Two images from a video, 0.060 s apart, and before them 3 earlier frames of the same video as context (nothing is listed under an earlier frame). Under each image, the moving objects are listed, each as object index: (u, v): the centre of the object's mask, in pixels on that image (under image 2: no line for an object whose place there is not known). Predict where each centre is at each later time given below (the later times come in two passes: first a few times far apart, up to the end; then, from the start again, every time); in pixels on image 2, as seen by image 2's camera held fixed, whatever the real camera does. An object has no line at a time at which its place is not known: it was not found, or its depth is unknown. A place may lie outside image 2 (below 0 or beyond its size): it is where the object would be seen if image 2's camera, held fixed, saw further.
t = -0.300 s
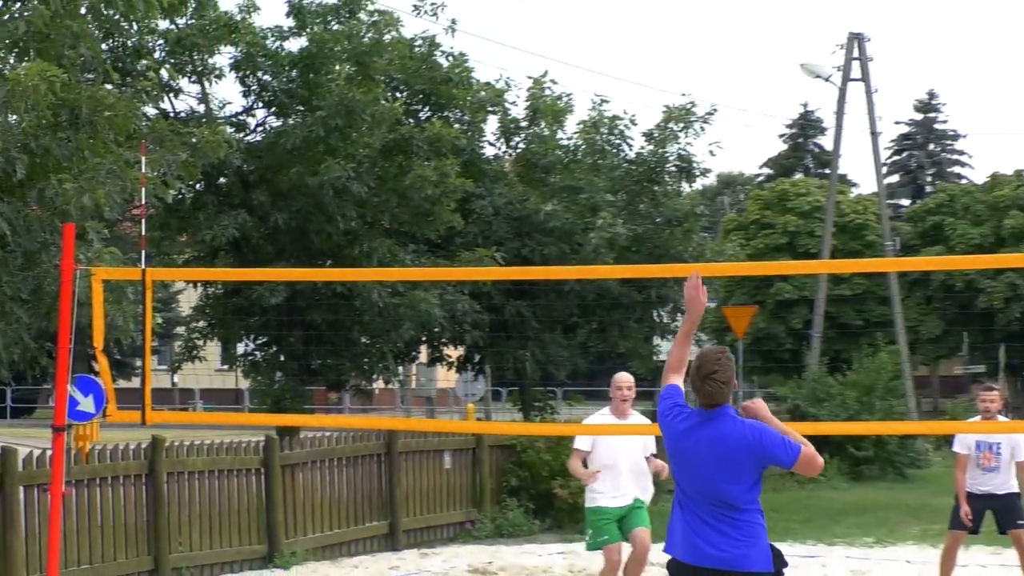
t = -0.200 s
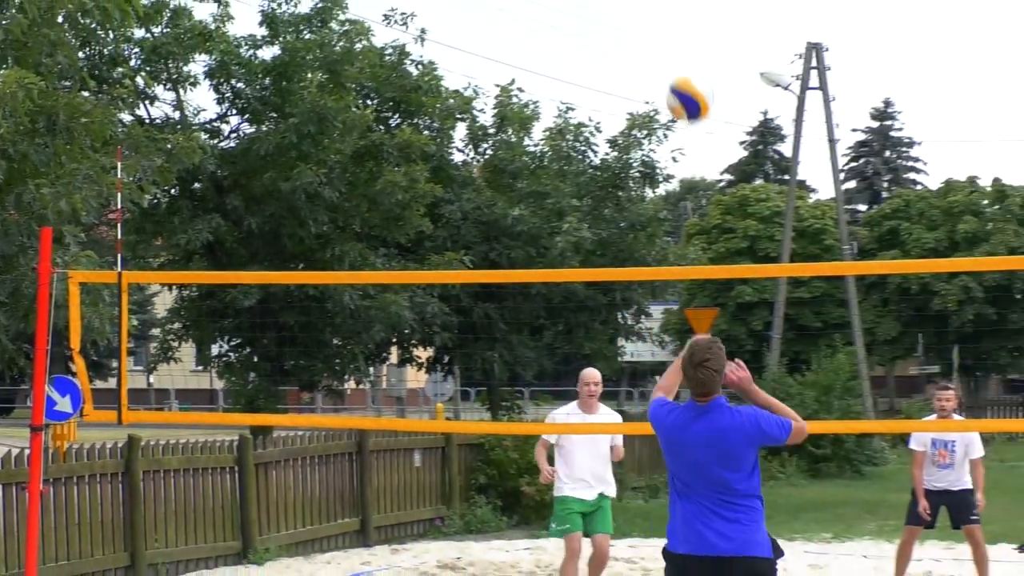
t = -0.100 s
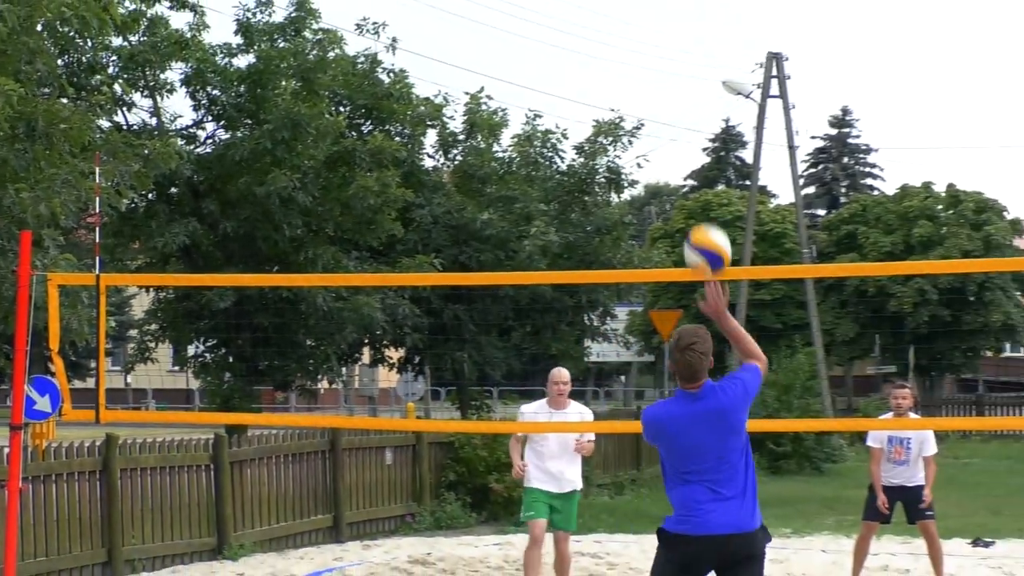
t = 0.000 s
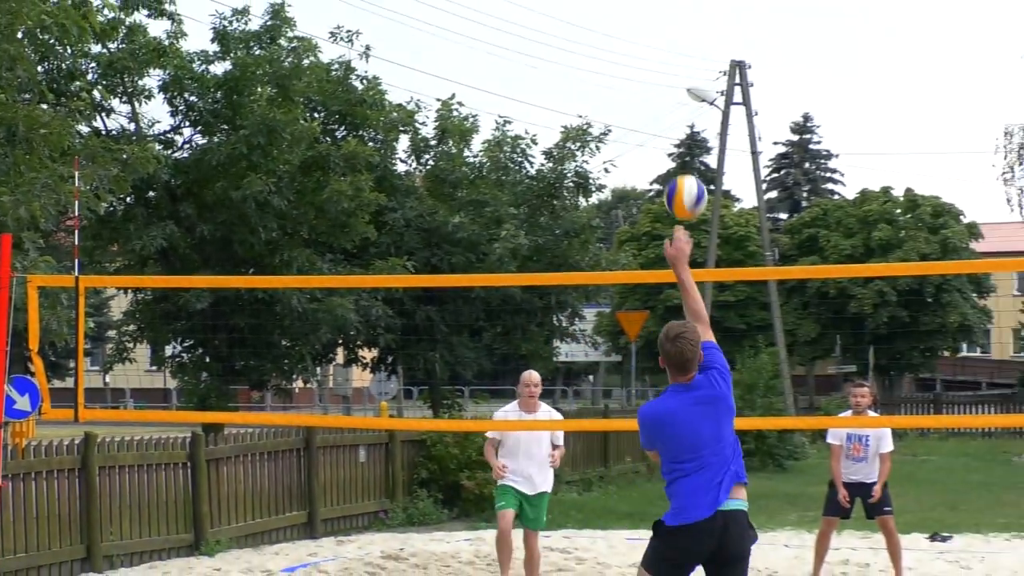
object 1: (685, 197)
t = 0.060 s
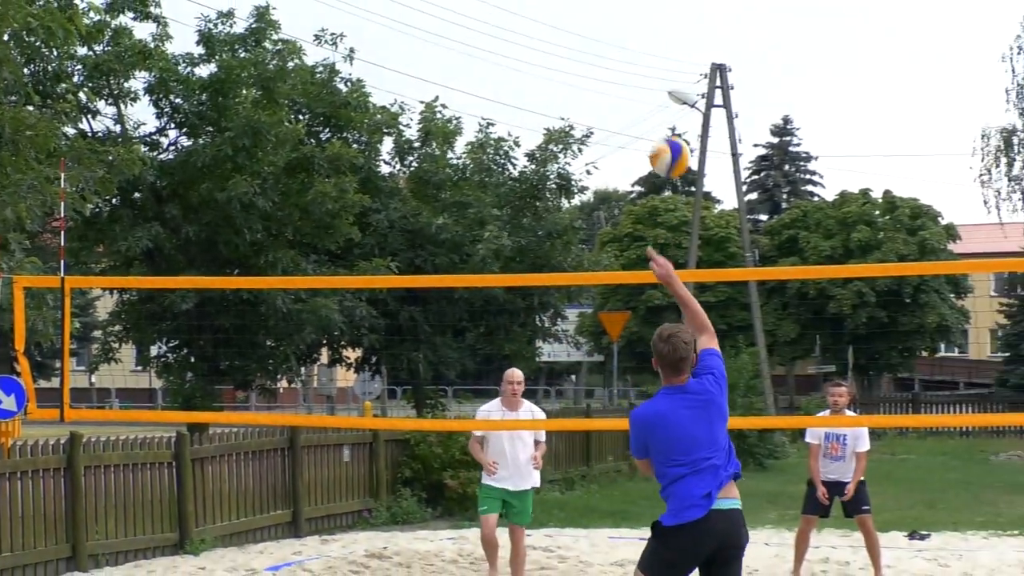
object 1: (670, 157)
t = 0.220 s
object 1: (677, 92)
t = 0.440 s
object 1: (685, 89)
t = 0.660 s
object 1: (692, 160)
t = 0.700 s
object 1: (694, 179)
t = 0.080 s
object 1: (670, 146)
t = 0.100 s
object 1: (671, 136)
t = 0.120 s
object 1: (673, 125)
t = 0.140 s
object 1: (674, 117)
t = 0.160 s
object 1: (675, 110)
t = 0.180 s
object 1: (675, 103)
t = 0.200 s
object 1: (676, 97)
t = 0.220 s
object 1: (677, 92)
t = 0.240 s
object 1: (678, 88)
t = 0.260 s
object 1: (679, 85)
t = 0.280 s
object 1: (680, 84)
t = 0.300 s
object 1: (680, 82)
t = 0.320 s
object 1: (681, 83)
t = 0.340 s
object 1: (682, 83)
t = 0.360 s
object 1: (682, 82)
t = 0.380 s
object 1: (683, 84)
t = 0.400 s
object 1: (684, 86)
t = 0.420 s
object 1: (684, 87)
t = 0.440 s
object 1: (685, 89)
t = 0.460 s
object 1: (685, 93)
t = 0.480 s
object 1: (686, 96)
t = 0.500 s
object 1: (688, 102)
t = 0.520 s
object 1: (689, 108)
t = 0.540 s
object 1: (690, 113)
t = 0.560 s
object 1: (690, 120)
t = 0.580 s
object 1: (691, 128)
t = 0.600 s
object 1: (692, 135)
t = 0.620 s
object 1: (692, 142)
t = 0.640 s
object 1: (692, 151)
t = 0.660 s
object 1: (692, 160)
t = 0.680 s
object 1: (693, 170)
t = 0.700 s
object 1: (694, 179)
